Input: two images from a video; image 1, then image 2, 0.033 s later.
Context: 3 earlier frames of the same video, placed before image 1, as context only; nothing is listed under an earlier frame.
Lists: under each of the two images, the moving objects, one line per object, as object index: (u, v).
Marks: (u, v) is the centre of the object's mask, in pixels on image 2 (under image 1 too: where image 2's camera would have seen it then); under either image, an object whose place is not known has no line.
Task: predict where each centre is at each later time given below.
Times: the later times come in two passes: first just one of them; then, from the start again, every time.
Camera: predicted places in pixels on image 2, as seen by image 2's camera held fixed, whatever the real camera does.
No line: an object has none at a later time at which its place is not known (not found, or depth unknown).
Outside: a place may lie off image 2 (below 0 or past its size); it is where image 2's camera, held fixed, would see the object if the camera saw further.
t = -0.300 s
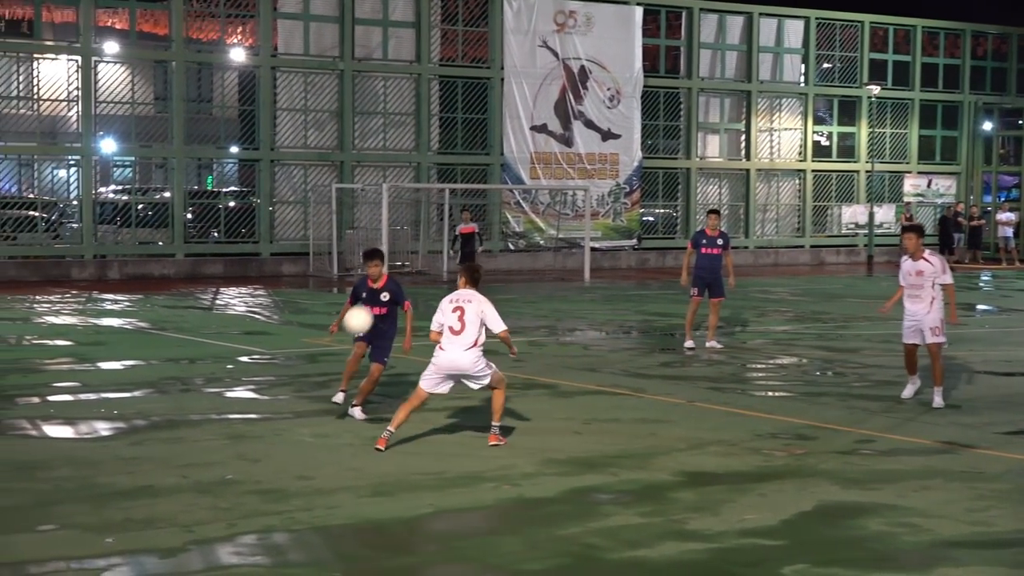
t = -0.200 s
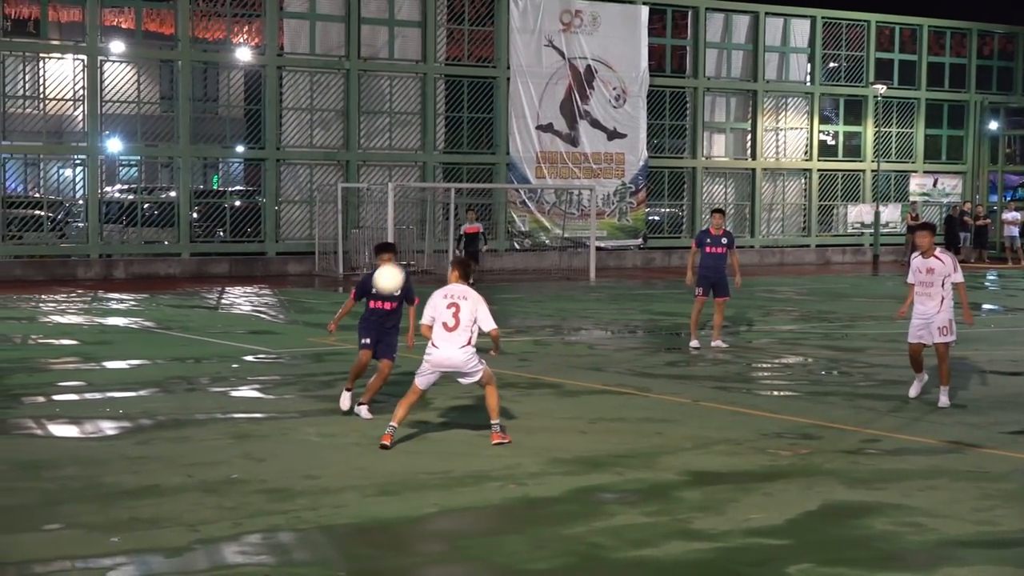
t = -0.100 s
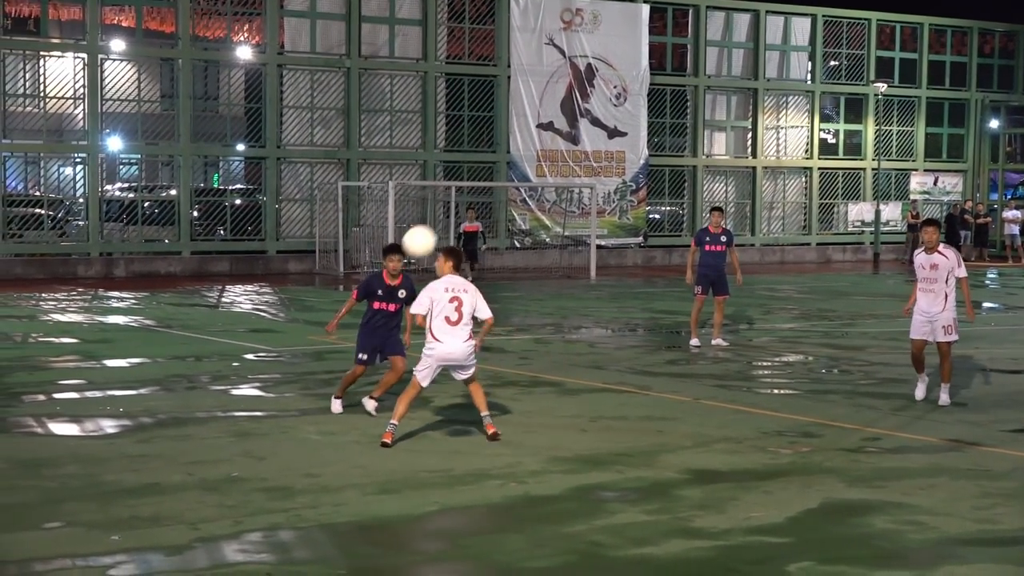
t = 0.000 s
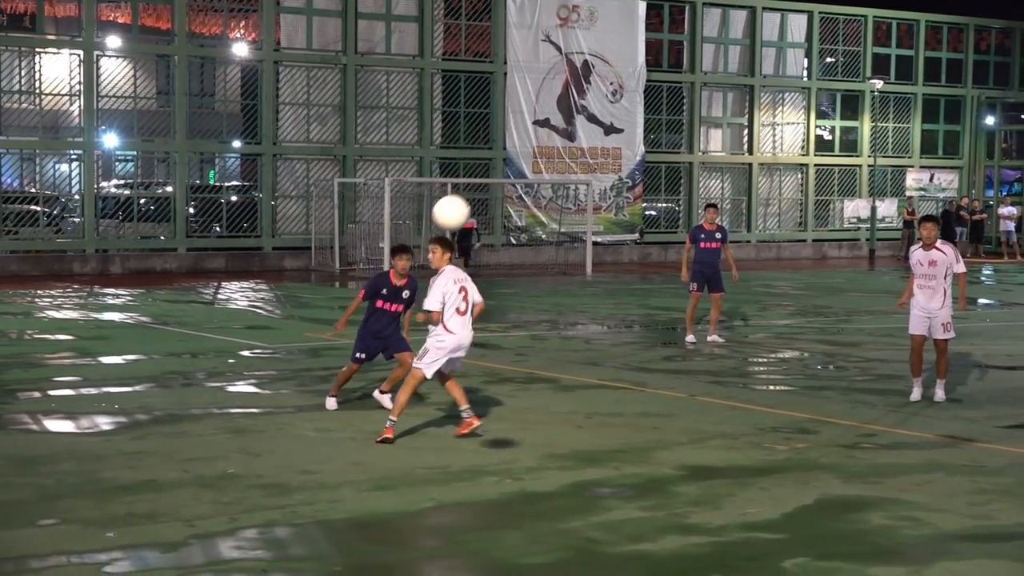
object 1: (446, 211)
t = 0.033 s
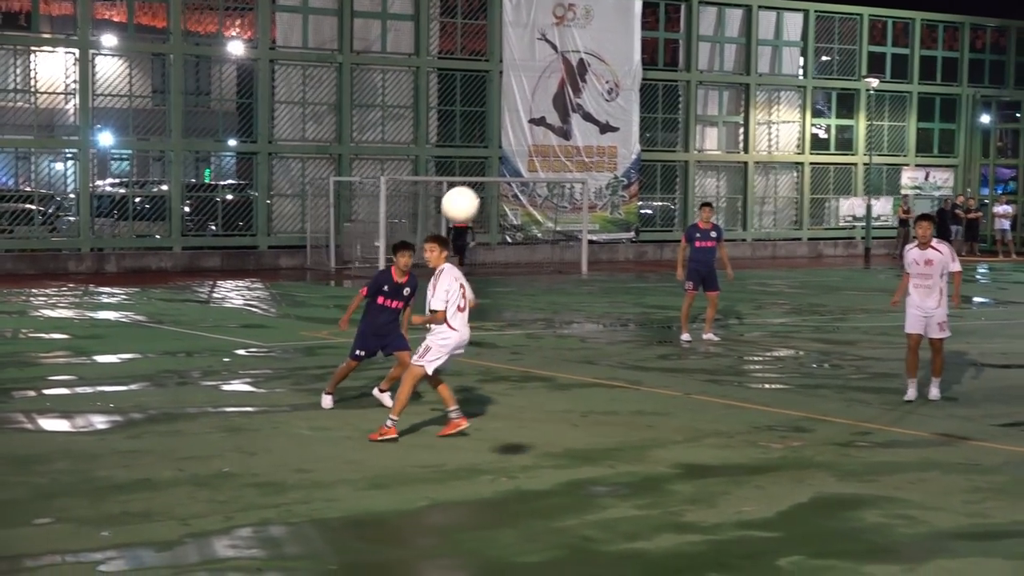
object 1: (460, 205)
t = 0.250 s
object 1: (578, 202)
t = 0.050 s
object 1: (467, 201)
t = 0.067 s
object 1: (475, 199)
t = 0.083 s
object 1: (482, 197)
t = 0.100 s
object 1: (490, 195)
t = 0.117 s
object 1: (498, 194)
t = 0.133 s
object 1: (507, 193)
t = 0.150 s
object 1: (516, 193)
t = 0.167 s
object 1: (525, 193)
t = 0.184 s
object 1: (535, 194)
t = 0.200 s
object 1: (545, 195)
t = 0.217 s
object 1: (555, 197)
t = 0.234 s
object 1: (566, 199)
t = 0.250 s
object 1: (578, 202)
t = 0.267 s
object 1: (590, 206)
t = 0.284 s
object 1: (603, 209)
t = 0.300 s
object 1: (617, 214)
